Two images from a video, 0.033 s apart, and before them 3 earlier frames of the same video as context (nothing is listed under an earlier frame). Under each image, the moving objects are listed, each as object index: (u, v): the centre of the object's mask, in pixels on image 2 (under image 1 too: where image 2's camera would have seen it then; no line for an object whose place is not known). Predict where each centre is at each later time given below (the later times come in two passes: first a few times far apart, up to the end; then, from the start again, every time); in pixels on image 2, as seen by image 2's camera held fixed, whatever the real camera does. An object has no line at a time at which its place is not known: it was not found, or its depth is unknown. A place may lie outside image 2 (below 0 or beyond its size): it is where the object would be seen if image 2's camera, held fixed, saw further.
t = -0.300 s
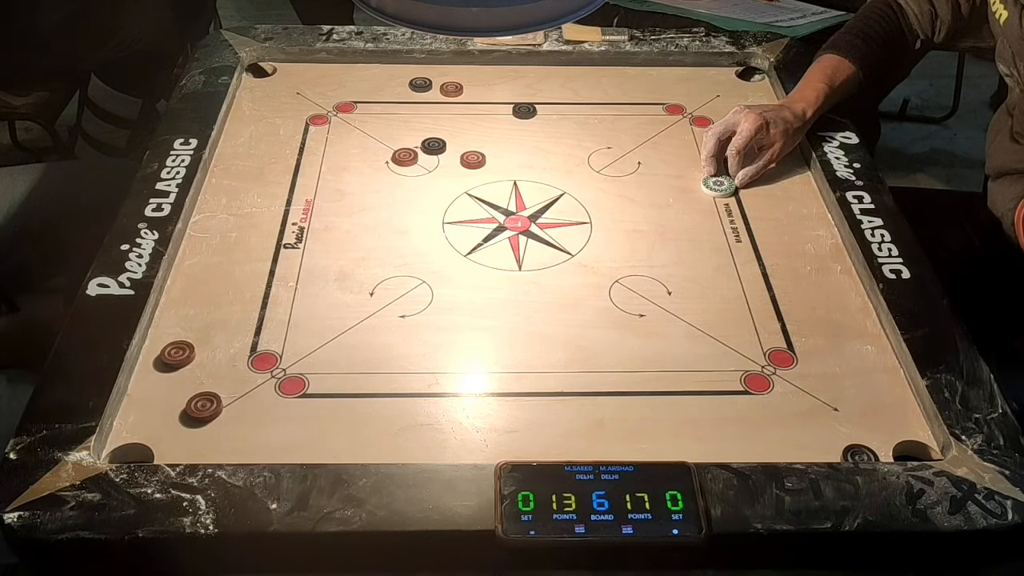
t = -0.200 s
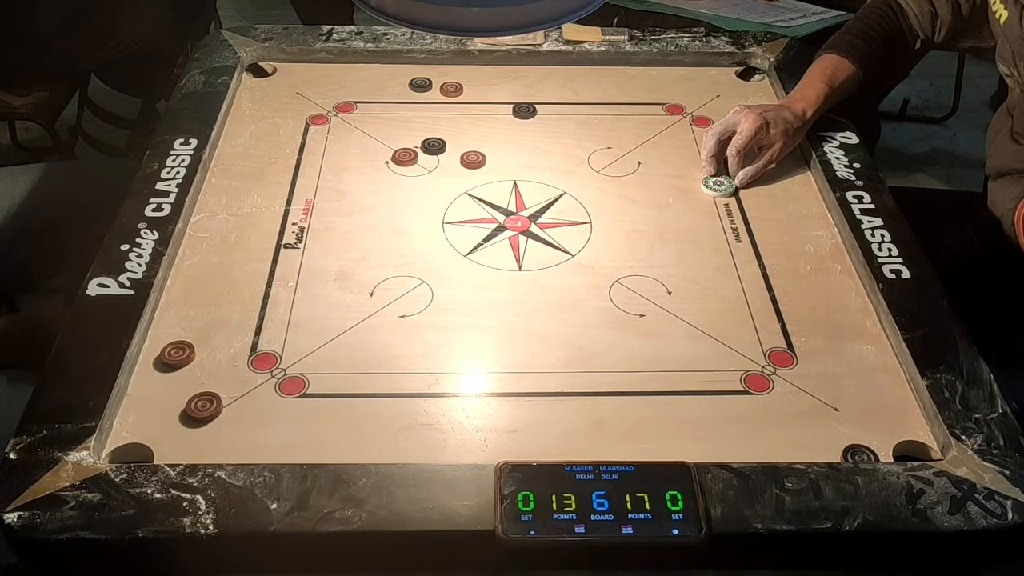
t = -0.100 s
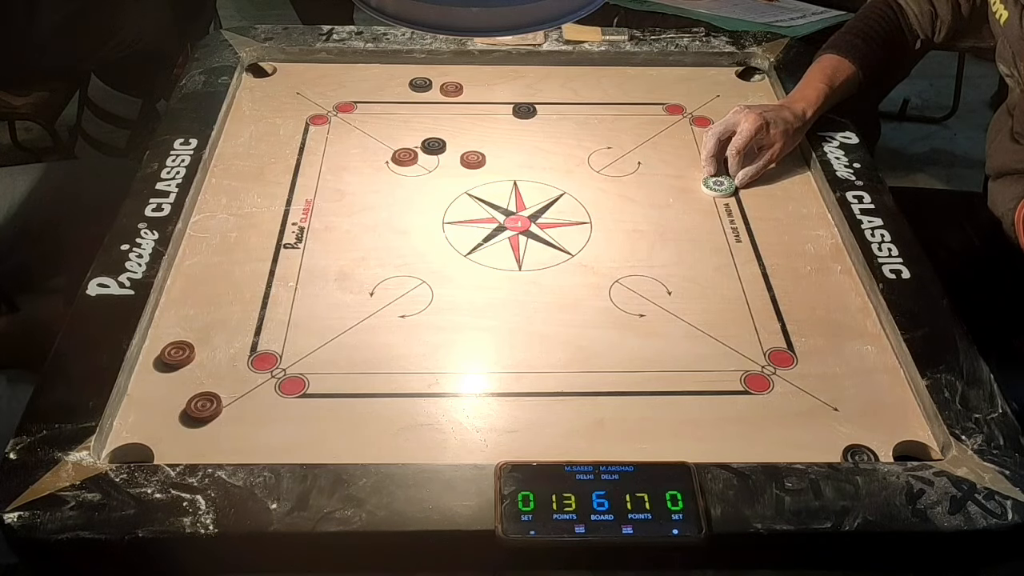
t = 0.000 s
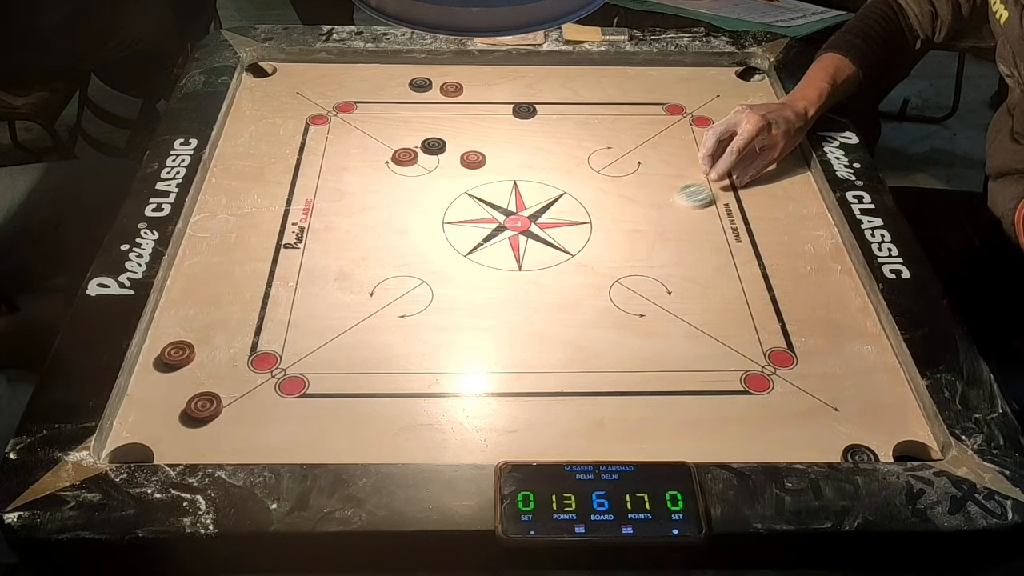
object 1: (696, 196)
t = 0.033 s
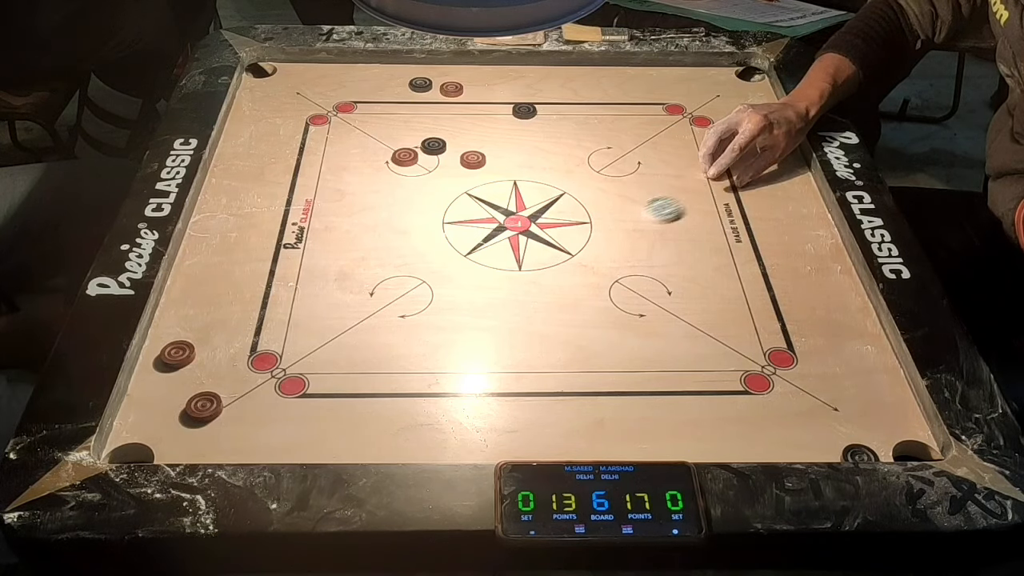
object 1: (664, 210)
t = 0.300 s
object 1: (394, 324)
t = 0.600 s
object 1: (188, 408)
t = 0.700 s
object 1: (171, 415)
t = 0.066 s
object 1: (631, 223)
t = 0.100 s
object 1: (598, 237)
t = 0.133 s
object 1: (563, 252)
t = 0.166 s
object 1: (530, 266)
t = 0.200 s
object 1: (495, 281)
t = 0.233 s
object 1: (461, 295)
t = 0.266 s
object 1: (428, 309)
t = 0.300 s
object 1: (394, 324)
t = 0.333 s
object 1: (361, 338)
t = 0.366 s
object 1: (327, 352)
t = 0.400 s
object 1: (295, 366)
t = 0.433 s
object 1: (262, 381)
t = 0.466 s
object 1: (235, 391)
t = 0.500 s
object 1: (220, 396)
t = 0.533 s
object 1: (207, 401)
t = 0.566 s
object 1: (196, 405)
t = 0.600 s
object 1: (188, 408)
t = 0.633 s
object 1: (180, 411)
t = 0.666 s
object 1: (175, 413)
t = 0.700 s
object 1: (171, 415)
